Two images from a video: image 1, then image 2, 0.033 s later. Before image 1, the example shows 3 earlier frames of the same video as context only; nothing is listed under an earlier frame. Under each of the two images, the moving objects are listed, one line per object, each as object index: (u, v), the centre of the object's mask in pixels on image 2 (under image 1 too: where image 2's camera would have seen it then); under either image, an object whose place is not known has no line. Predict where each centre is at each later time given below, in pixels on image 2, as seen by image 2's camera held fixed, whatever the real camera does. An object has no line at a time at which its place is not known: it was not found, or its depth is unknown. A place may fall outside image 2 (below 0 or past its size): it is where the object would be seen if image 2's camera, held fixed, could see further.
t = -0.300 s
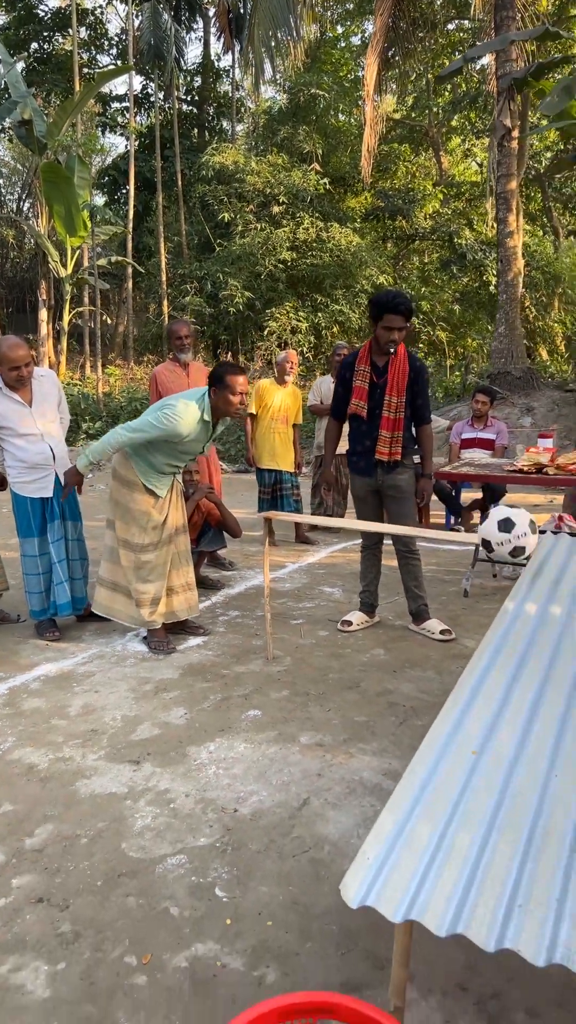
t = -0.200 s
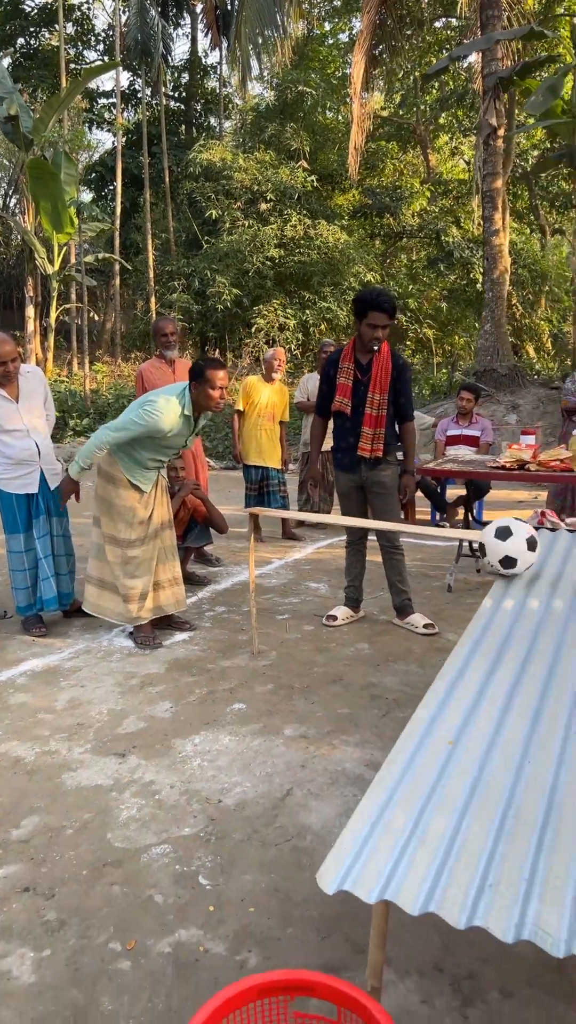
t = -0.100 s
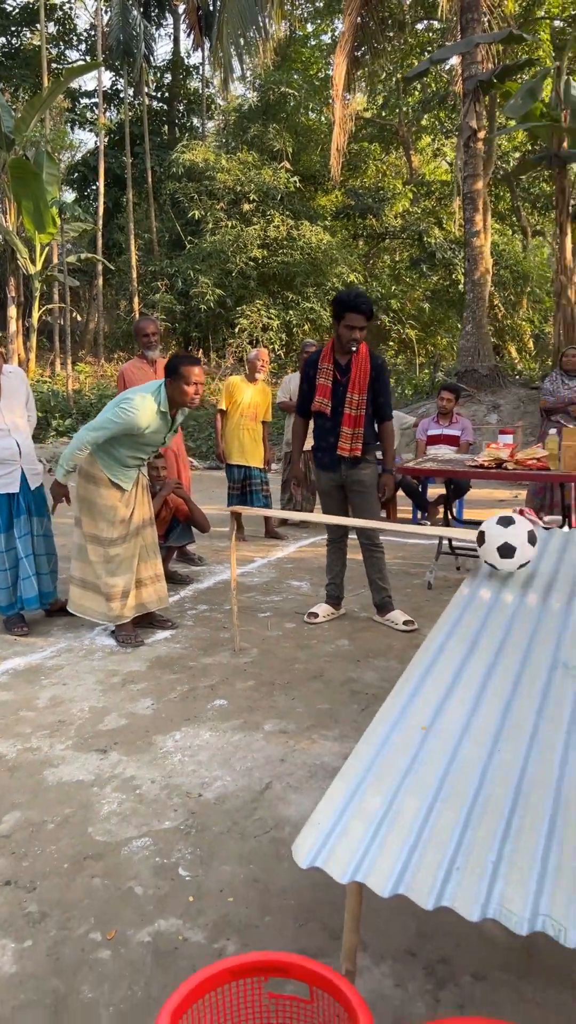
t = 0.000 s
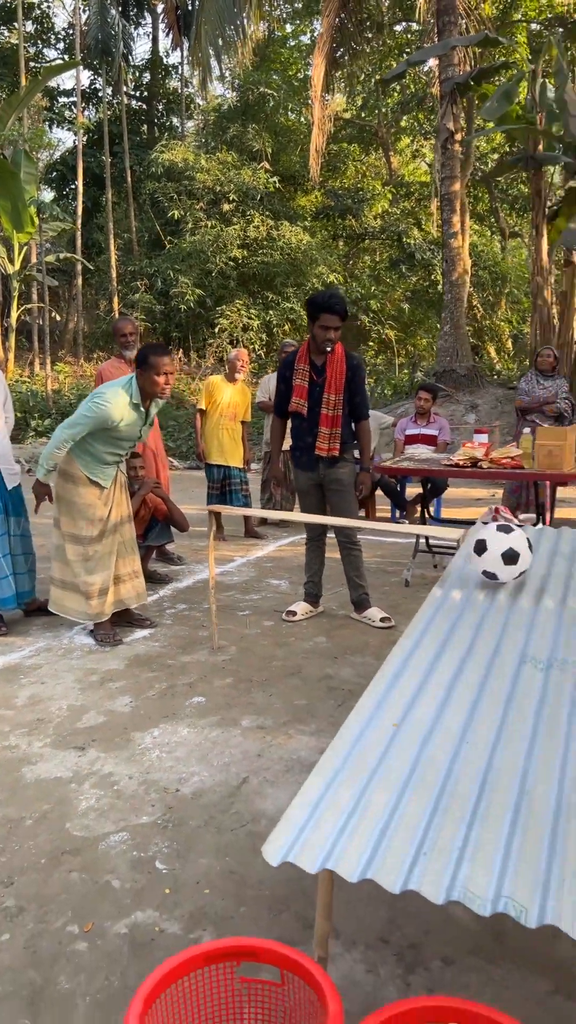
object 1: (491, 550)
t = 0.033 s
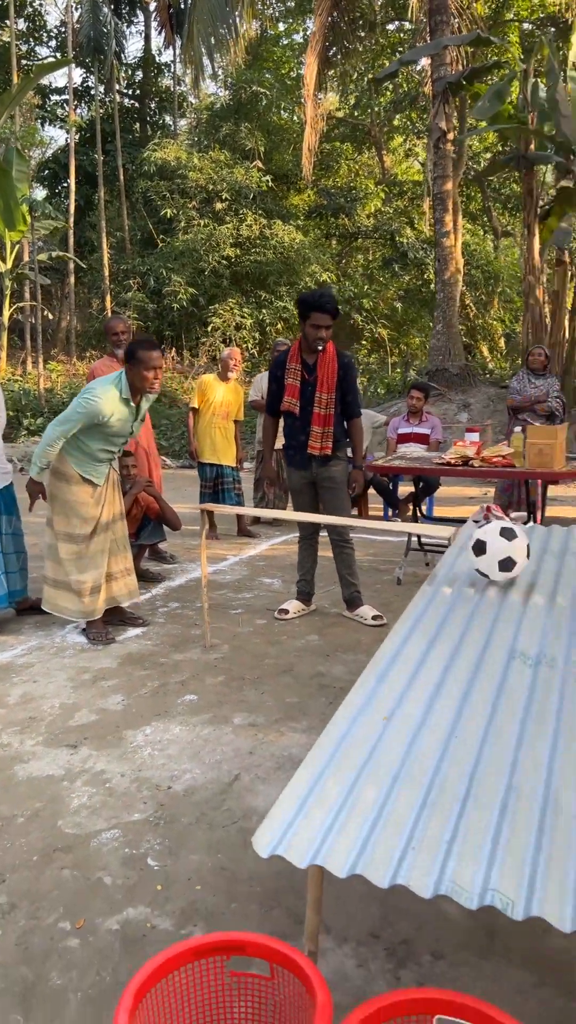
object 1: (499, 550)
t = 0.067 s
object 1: (506, 553)
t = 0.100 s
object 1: (513, 557)
